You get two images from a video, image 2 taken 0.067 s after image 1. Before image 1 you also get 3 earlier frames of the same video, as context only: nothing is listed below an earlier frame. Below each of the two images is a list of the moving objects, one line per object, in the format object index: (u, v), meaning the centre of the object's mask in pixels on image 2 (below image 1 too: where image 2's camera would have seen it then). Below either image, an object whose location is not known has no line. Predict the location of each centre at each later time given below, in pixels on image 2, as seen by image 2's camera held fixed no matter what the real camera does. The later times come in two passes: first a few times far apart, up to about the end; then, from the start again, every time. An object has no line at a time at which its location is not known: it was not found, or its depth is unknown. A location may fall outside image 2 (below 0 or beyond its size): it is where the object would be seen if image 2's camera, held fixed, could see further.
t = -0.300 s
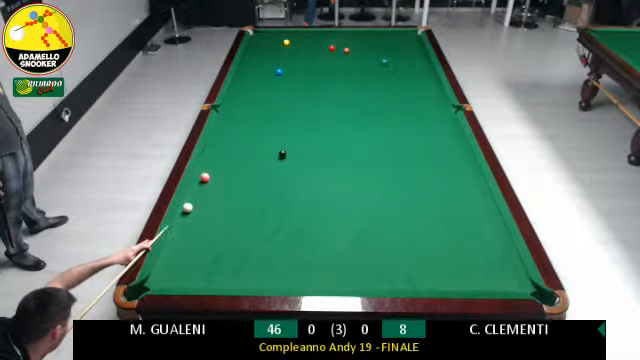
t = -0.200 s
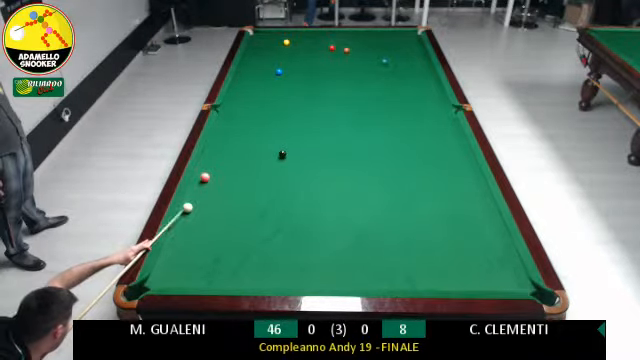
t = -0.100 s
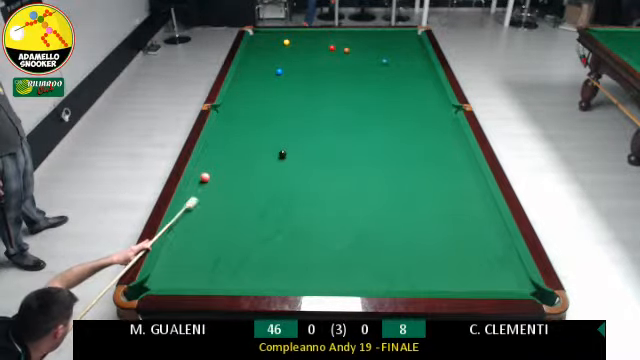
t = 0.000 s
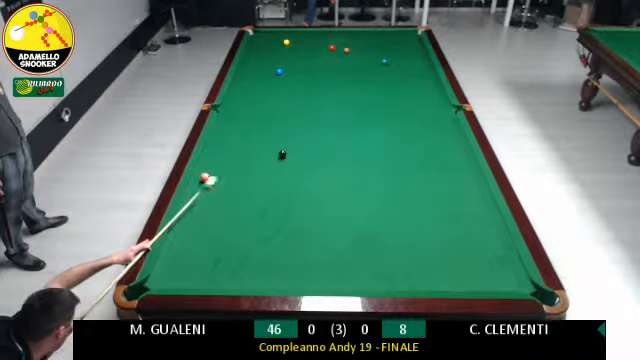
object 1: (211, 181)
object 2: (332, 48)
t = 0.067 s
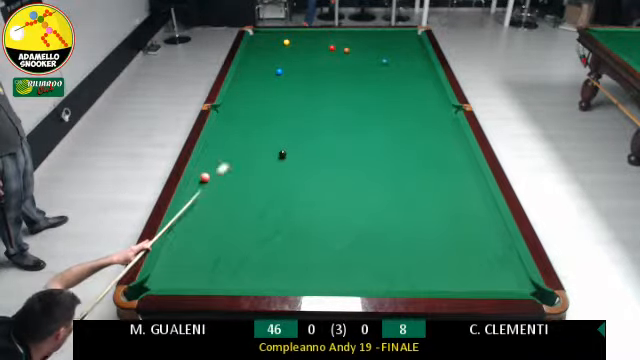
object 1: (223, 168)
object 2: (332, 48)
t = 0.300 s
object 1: (257, 131)
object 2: (332, 48)
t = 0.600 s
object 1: (292, 93)
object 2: (332, 47)
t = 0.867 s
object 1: (315, 67)
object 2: (332, 48)
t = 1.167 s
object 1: (336, 49)
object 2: (333, 43)
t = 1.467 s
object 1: (354, 44)
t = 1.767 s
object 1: (370, 39)
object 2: (334, 44)
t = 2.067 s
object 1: (385, 34)
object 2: (336, 57)
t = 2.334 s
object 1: (397, 31)
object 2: (336, 60)
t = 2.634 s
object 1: (407, 34)
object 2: (337, 69)
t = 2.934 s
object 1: (417, 35)
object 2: (338, 80)
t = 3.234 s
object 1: (413, 38)
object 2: (340, 92)
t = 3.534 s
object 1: (408, 39)
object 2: (341, 104)
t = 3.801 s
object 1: (404, 40)
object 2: (342, 113)
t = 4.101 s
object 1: (399, 41)
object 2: (343, 127)
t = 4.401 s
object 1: (395, 42)
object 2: (345, 140)
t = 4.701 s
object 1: (393, 43)
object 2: (347, 154)
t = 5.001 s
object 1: (390, 44)
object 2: (348, 168)
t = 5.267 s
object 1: (388, 44)
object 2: (350, 180)
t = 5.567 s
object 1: (387, 44)
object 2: (352, 195)
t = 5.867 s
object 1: (386, 44)
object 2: (354, 209)
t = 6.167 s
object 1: (386, 44)
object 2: (357, 224)
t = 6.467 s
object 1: (386, 44)
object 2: (359, 239)
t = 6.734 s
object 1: (386, 44)
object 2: (361, 251)
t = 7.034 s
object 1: (386, 44)
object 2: (364, 264)
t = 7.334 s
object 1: (386, 44)
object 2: (366, 277)
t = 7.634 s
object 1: (386, 44)
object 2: (367, 284)
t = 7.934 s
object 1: (386, 44)
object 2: (368, 280)
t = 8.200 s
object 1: (386, 44)
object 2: (368, 276)
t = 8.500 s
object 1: (386, 44)
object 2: (368, 272)
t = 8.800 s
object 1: (386, 44)
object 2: (368, 270)
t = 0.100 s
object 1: (229, 162)
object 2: (332, 48)
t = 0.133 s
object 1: (233, 156)
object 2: (332, 48)
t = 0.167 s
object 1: (238, 151)
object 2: (332, 48)
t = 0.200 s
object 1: (243, 145)
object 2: (332, 48)
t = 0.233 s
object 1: (248, 140)
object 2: (332, 48)
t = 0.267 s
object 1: (253, 135)
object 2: (332, 48)
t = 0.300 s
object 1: (257, 131)
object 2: (332, 48)
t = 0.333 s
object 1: (262, 126)
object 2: (332, 48)
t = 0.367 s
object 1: (266, 121)
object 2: (332, 48)
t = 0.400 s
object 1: (270, 117)
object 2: (332, 47)
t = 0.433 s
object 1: (274, 113)
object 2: (332, 47)
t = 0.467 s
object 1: (277, 109)
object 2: (332, 47)
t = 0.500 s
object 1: (281, 105)
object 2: (331, 48)
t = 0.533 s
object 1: (284, 101)
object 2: (332, 47)
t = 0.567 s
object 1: (288, 97)
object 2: (332, 47)
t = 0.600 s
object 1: (292, 93)
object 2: (332, 47)
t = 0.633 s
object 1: (295, 90)
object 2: (332, 47)
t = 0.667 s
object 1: (298, 86)
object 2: (331, 48)
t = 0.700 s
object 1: (301, 83)
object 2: (332, 47)
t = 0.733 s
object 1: (304, 80)
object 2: (332, 47)
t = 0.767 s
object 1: (307, 76)
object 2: (332, 48)
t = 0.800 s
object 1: (310, 73)
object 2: (332, 48)
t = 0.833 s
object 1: (312, 70)
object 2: (332, 48)
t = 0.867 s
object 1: (315, 67)
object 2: (332, 48)
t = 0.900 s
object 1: (317, 64)
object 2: (332, 48)
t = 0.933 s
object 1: (320, 61)
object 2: (332, 48)
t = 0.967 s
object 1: (323, 59)
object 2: (332, 48)
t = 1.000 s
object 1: (325, 56)
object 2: (332, 48)
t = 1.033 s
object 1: (327, 54)
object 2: (332, 47)
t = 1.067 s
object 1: (329, 51)
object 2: (331, 46)
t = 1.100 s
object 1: (332, 50)
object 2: (332, 45)
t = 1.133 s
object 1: (334, 49)
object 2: (332, 43)
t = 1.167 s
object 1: (336, 49)
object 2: (333, 43)
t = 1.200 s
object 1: (338, 48)
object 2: (332, 42)
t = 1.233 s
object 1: (340, 48)
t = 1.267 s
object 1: (342, 47)
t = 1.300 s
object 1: (344, 47)
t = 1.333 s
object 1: (346, 46)
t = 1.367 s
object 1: (348, 45)
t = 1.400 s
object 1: (351, 45)
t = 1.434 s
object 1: (352, 44)
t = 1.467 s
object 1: (354, 44)
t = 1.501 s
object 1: (356, 43)
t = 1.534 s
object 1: (357, 43)
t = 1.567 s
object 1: (359, 42)
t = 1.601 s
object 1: (362, 42)
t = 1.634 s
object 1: (363, 41)
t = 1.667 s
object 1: (365, 41)
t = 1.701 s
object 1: (367, 40)
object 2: (334, 39)
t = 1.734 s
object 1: (368, 40)
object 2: (334, 38)
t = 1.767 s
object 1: (370, 39)
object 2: (334, 44)
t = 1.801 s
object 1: (372, 38)
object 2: (334, 44)
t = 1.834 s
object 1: (373, 38)
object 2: (334, 44)
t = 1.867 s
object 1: (375, 38)
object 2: (334, 44)
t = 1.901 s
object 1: (377, 37)
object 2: (334, 44)
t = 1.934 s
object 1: (378, 36)
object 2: (334, 45)
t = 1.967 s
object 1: (380, 36)
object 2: (334, 48)
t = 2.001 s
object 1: (382, 35)
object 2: (335, 49)
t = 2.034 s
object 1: (383, 35)
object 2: (335, 49)
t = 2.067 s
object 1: (385, 34)
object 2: (336, 57)
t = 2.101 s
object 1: (385, 34)
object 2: (336, 52)
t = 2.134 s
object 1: (387, 34)
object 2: (336, 52)
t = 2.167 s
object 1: (389, 32)
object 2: (337, 57)
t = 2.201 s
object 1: (391, 32)
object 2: (337, 57)
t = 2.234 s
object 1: (393, 32)
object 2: (337, 57)
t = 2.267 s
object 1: (395, 31)
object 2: (337, 56)
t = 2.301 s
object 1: (396, 31)
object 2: (337, 57)
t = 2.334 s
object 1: (397, 31)
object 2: (336, 60)
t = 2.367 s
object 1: (398, 32)
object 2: (336, 60)
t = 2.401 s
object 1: (398, 32)
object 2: (337, 60)
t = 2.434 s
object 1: (401, 32)
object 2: (337, 61)
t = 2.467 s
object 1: (402, 32)
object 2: (337, 62)
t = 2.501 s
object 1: (403, 33)
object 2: (337, 62)
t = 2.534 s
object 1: (404, 33)
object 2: (337, 67)
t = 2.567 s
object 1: (405, 33)
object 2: (337, 67)
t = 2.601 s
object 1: (407, 34)
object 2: (337, 69)
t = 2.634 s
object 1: (407, 34)
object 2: (337, 69)
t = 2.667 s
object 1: (409, 34)
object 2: (337, 69)
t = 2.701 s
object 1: (410, 35)
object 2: (337, 71)
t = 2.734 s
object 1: (412, 34)
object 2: (337, 74)
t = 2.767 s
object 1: (412, 35)
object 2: (337, 74)
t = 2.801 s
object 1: (414, 35)
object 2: (337, 76)
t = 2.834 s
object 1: (415, 35)
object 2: (338, 78)
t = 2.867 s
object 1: (417, 35)
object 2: (338, 78)
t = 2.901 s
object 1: (417, 35)
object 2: (338, 80)
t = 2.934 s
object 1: (417, 35)
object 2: (338, 80)
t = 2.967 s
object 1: (417, 35)
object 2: (339, 82)
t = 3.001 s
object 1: (417, 36)
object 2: (339, 83)
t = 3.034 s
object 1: (417, 36)
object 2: (339, 84)
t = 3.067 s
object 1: (416, 36)
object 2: (339, 86)
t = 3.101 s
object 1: (416, 37)
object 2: (339, 87)
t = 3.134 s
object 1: (415, 37)
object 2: (339, 88)
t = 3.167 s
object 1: (414, 37)
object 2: (339, 89)
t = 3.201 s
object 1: (414, 37)
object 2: (339, 90)
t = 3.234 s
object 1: (413, 38)
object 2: (340, 92)
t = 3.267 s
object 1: (413, 38)
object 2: (340, 93)
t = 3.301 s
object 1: (412, 38)
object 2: (340, 95)
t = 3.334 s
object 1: (410, 38)
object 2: (340, 95)
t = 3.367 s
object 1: (410, 38)
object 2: (340, 97)
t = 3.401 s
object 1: (410, 38)
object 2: (340, 99)
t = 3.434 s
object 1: (409, 39)
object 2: (340, 99)
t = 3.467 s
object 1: (409, 39)
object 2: (341, 101)
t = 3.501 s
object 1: (408, 39)
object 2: (341, 103)
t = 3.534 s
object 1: (408, 39)
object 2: (341, 104)
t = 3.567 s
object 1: (407, 39)
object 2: (341, 105)
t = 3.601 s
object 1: (407, 39)
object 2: (341, 106)
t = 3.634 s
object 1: (406, 39)
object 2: (341, 107)
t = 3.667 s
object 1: (405, 40)
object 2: (341, 109)
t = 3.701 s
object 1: (405, 40)
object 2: (341, 110)
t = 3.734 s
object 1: (405, 40)
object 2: (342, 112)
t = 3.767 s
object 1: (404, 40)
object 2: (342, 113)
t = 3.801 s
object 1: (404, 40)
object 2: (342, 113)
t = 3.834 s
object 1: (403, 41)
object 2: (342, 116)
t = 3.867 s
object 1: (403, 41)
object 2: (342, 117)
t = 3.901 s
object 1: (402, 41)
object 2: (342, 119)
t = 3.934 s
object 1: (401, 41)
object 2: (343, 119)
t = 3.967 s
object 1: (401, 41)
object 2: (343, 121)
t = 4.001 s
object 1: (400, 41)
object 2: (343, 122)
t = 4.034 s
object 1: (400, 41)
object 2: (343, 124)
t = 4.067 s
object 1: (399, 41)
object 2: (343, 125)
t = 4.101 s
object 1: (399, 41)
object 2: (343, 127)
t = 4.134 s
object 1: (398, 42)
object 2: (344, 128)
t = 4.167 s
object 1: (398, 42)
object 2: (344, 129)
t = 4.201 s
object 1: (398, 42)
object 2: (344, 131)
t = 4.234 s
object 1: (397, 42)
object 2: (344, 133)
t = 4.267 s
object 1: (397, 42)
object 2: (344, 134)
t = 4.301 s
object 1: (397, 42)
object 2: (345, 135)
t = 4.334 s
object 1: (396, 42)
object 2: (345, 137)
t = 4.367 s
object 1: (395, 42)
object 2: (345, 138)
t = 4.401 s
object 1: (395, 42)
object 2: (345, 140)
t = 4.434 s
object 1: (395, 42)
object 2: (345, 142)
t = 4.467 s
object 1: (394, 43)
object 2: (346, 143)
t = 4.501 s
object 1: (394, 43)
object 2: (346, 144)
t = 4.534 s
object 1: (393, 43)
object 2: (346, 146)
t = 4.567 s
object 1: (393, 43)
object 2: (346, 147)
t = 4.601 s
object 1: (393, 43)
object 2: (346, 149)
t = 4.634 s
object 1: (393, 43)
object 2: (346, 151)
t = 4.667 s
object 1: (392, 43)
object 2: (347, 152)
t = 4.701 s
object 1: (393, 43)
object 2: (347, 154)
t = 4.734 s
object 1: (393, 43)
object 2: (347, 155)
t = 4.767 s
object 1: (391, 43)
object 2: (347, 157)
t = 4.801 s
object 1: (391, 43)
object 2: (347, 158)
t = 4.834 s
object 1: (391, 44)
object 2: (348, 160)
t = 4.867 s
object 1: (391, 43)
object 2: (348, 161)
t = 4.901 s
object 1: (391, 43)
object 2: (348, 163)
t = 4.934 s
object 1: (390, 44)
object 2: (348, 165)
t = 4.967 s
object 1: (390, 44)
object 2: (348, 166)
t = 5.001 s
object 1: (390, 44)
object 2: (348, 168)
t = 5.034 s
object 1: (389, 44)
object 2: (349, 169)
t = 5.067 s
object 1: (389, 44)
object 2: (349, 171)
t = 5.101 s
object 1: (389, 44)
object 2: (349, 172)
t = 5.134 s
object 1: (389, 44)
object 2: (350, 174)
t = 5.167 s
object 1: (389, 44)
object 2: (350, 175)
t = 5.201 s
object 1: (388, 44)
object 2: (350, 177)
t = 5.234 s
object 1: (388, 44)
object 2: (350, 179)
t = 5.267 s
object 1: (388, 44)
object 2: (350, 180)
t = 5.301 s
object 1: (388, 44)
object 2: (351, 182)
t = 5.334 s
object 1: (388, 44)
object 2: (351, 184)
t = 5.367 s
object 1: (388, 44)
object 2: (351, 185)
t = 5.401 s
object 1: (387, 44)
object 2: (351, 187)
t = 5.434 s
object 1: (387, 44)
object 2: (351, 188)
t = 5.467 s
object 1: (387, 44)
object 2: (351, 190)
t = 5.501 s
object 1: (387, 44)
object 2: (352, 192)
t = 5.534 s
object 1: (387, 44)
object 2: (352, 193)
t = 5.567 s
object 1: (387, 44)
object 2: (352, 195)
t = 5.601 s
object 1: (387, 44)
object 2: (352, 197)
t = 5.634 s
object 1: (387, 44)
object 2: (352, 198)
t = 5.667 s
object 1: (387, 44)
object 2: (353, 200)
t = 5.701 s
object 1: (387, 44)
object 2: (353, 201)
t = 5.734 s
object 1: (386, 44)
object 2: (353, 203)
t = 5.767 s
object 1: (386, 44)
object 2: (354, 204)
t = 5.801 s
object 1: (386, 44)
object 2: (354, 206)
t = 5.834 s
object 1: (386, 44)
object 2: (354, 207)
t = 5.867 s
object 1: (386, 44)
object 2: (354, 209)
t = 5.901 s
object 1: (386, 44)
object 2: (354, 211)
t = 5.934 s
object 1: (386, 44)
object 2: (355, 212)
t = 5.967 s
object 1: (386, 44)
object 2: (355, 214)
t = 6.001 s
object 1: (386, 44)
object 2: (355, 215)
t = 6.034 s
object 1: (386, 44)
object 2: (355, 217)
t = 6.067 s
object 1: (386, 44)
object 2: (356, 219)
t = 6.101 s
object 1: (386, 44)
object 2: (356, 221)
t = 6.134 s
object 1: (386, 44)
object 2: (356, 222)
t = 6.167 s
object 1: (386, 44)
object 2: (357, 224)
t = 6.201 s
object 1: (386, 44)
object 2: (357, 225)
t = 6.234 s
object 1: (386, 44)
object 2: (357, 227)
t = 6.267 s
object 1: (386, 44)
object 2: (358, 229)
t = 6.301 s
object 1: (386, 44)
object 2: (358, 230)
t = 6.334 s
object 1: (386, 44)
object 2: (358, 232)
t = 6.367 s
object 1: (386, 44)
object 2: (358, 234)
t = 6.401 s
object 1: (386, 44)
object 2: (358, 235)
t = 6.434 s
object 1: (386, 44)
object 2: (359, 237)
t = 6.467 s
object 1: (386, 44)
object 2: (359, 239)
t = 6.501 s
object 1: (386, 44)
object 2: (359, 240)
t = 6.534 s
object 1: (386, 44)
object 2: (360, 242)
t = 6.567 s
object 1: (386, 44)
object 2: (360, 243)
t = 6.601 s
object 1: (386, 44)
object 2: (360, 245)
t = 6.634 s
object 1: (386, 44)
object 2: (360, 246)
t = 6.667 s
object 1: (386, 44)
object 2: (361, 248)
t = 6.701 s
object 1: (386, 44)
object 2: (361, 249)
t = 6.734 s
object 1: (386, 44)
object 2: (361, 251)
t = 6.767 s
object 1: (386, 44)
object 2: (362, 253)
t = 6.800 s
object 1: (386, 44)
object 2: (362, 254)
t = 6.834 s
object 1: (386, 44)
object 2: (362, 255)
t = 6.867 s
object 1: (386, 44)
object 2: (362, 257)
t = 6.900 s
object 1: (386, 44)
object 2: (363, 258)
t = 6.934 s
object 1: (386, 44)
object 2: (363, 260)
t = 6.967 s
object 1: (386, 44)
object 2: (363, 261)
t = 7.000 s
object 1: (386, 44)
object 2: (364, 263)
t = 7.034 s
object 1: (386, 44)
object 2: (364, 264)
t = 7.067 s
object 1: (386, 44)
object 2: (364, 266)
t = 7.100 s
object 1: (386, 44)
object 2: (364, 267)
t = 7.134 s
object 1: (386, 44)
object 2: (364, 269)
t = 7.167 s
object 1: (386, 44)
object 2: (365, 270)
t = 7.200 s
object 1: (386, 44)
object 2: (365, 271)
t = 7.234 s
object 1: (386, 44)
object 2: (365, 273)
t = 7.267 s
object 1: (386, 44)
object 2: (365, 274)
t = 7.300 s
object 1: (386, 44)
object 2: (366, 275)
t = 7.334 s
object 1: (386, 44)
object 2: (366, 277)
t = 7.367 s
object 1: (386, 44)
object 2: (366, 278)
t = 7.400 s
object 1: (386, 44)
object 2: (366, 280)
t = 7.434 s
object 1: (386, 44)
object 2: (366, 280)
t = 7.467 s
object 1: (386, 44)
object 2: (367, 281)
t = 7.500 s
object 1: (386, 44)
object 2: (367, 282)
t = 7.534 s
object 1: (386, 44)
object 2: (367, 282)
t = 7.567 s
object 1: (386, 44)
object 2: (367, 283)
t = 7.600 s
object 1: (386, 44)
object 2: (367, 284)
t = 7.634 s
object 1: (386, 44)
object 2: (367, 284)
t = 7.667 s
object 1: (386, 44)
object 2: (367, 283)
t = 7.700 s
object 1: (386, 44)
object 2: (367, 283)
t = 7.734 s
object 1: (386, 44)
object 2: (367, 283)
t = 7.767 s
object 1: (386, 44)
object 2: (367, 282)
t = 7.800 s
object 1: (386, 44)
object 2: (368, 282)
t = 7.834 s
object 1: (386, 44)
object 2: (368, 281)
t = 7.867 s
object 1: (386, 44)
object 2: (368, 281)
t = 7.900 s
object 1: (386, 44)
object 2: (368, 281)
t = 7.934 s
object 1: (386, 44)
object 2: (368, 280)
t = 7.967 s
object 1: (386, 44)
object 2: (368, 280)
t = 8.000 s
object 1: (386, 44)
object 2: (368, 280)
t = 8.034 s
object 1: (386, 44)
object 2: (368, 280)
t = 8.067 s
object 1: (386, 44)
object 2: (368, 279)
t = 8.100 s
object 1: (386, 44)
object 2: (368, 279)
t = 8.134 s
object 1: (386, 44)
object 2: (368, 278)
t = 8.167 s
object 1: (386, 44)
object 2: (368, 277)
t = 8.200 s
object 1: (386, 44)
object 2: (368, 276)
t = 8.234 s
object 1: (386, 44)
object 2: (368, 275)
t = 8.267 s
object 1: (386, 44)
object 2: (368, 274)
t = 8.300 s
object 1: (386, 44)
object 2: (368, 274)
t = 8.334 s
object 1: (386, 44)
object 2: (368, 274)
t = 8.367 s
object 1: (386, 44)
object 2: (368, 273)
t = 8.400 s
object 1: (386, 44)
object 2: (368, 273)
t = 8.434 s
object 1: (386, 44)
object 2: (368, 273)
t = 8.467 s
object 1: (386, 44)
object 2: (368, 273)
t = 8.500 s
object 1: (386, 44)
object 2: (368, 272)
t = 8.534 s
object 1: (386, 44)
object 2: (368, 271)
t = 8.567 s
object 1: (386, 44)
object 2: (368, 271)
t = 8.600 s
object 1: (386, 44)
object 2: (368, 271)
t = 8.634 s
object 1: (386, 44)
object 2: (368, 271)
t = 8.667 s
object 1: (386, 44)
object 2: (368, 271)
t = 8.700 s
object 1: (386, 44)
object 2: (368, 270)
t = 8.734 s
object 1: (386, 44)
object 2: (368, 270)
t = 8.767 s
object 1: (386, 44)
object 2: (368, 270)
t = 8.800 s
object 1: (386, 44)
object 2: (368, 270)
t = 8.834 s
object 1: (386, 44)
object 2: (368, 270)
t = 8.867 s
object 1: (386, 44)
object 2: (368, 270)
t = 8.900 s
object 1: (386, 45)
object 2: (368, 270)
